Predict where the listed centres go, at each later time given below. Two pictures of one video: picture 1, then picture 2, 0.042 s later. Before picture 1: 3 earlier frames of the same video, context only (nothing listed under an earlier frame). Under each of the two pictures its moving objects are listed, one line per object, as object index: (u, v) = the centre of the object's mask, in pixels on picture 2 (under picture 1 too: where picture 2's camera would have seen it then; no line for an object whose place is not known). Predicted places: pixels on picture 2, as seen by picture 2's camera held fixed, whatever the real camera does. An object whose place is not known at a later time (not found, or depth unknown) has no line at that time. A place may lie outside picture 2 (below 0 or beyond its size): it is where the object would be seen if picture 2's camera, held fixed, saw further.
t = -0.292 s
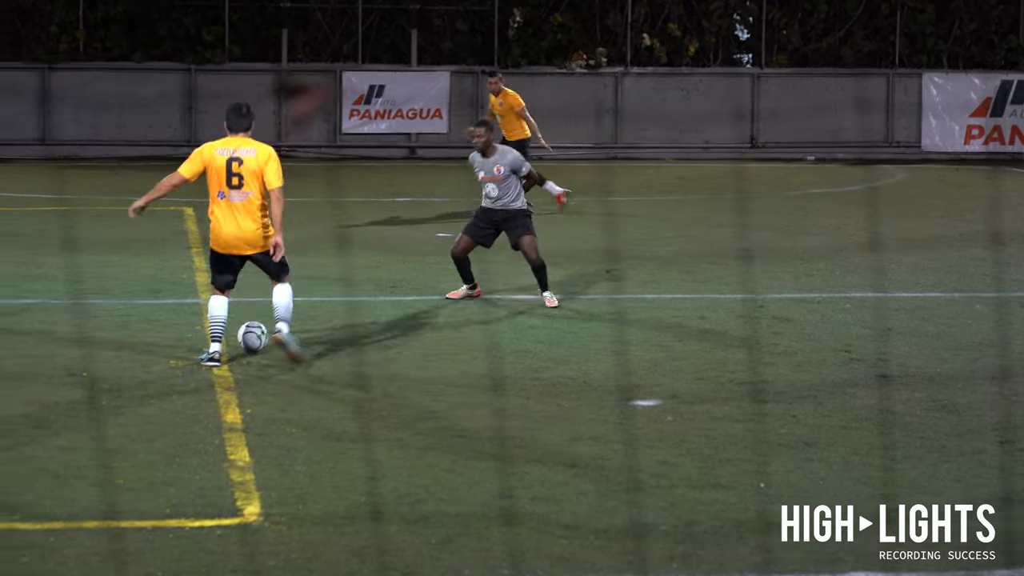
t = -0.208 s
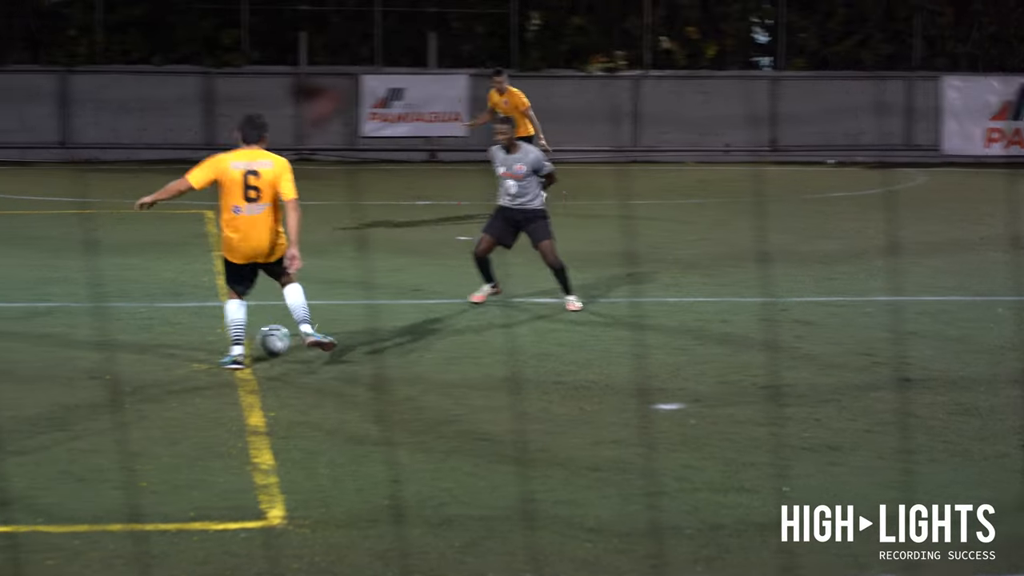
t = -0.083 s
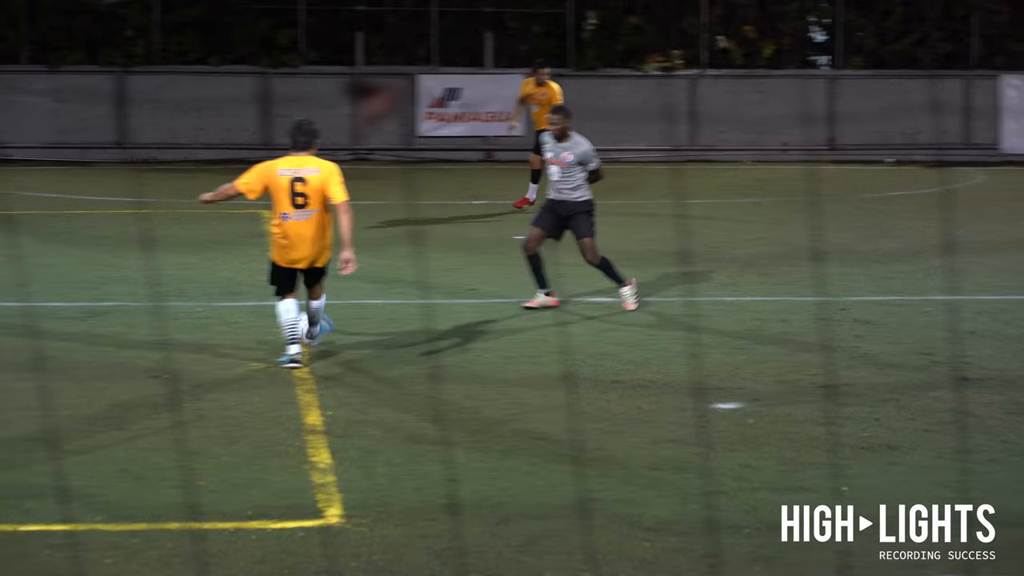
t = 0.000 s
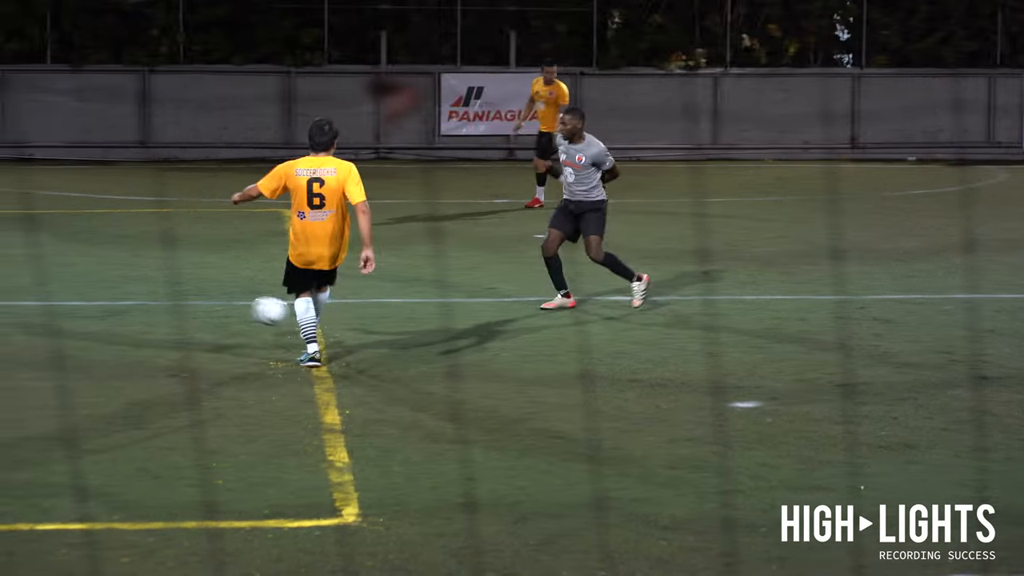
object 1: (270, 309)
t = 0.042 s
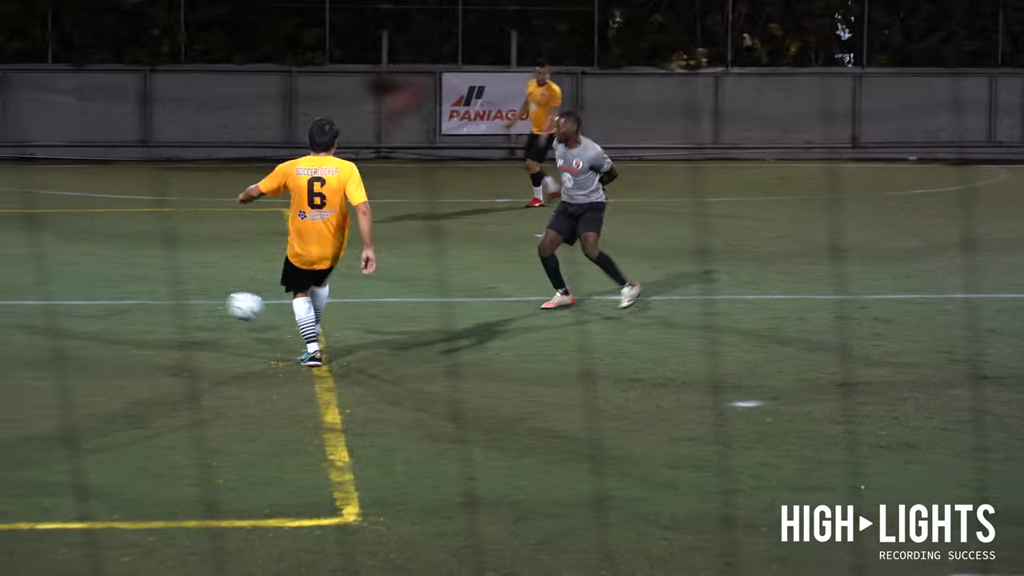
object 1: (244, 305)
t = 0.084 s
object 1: (219, 304)
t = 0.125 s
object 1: (194, 305)
